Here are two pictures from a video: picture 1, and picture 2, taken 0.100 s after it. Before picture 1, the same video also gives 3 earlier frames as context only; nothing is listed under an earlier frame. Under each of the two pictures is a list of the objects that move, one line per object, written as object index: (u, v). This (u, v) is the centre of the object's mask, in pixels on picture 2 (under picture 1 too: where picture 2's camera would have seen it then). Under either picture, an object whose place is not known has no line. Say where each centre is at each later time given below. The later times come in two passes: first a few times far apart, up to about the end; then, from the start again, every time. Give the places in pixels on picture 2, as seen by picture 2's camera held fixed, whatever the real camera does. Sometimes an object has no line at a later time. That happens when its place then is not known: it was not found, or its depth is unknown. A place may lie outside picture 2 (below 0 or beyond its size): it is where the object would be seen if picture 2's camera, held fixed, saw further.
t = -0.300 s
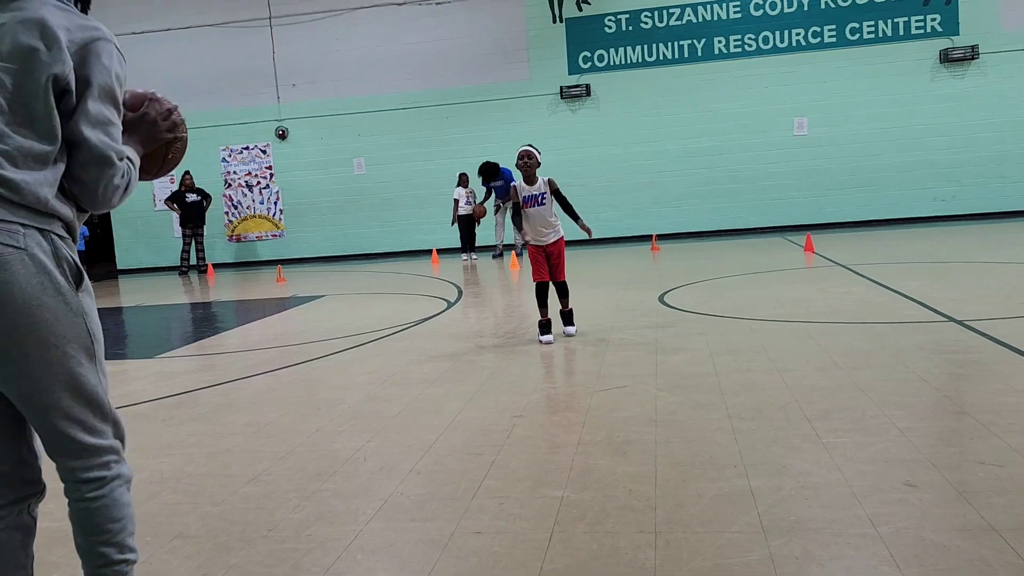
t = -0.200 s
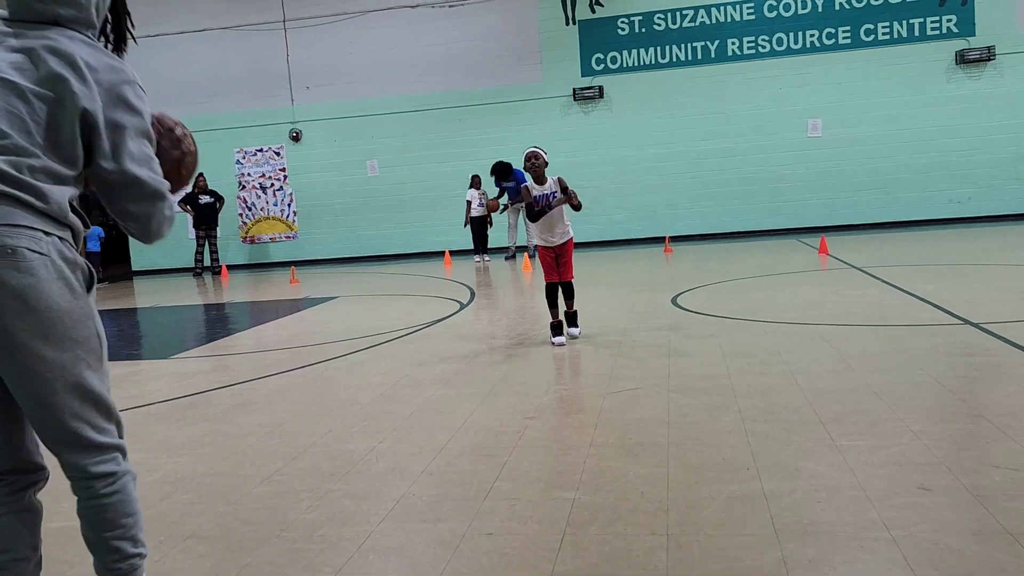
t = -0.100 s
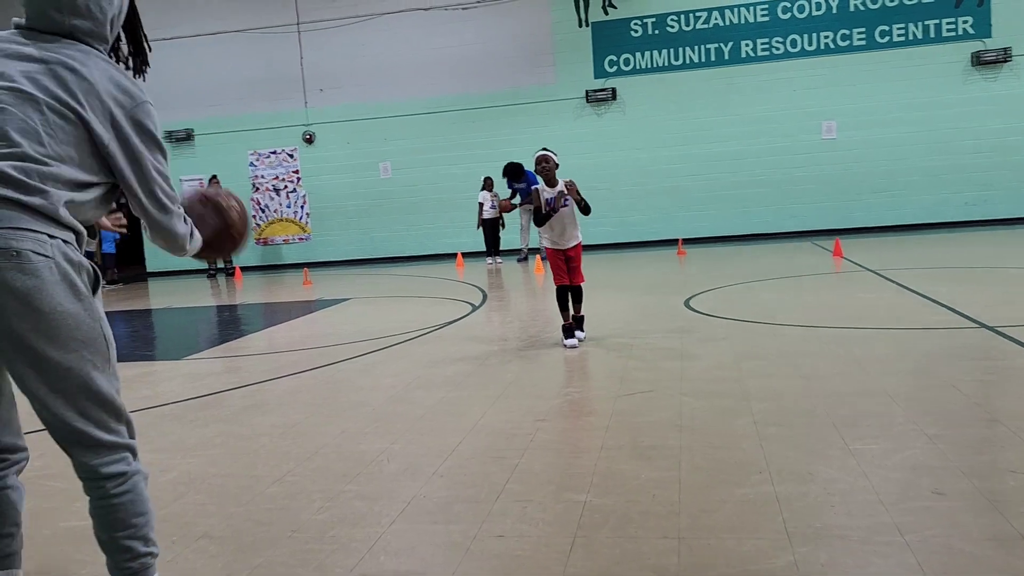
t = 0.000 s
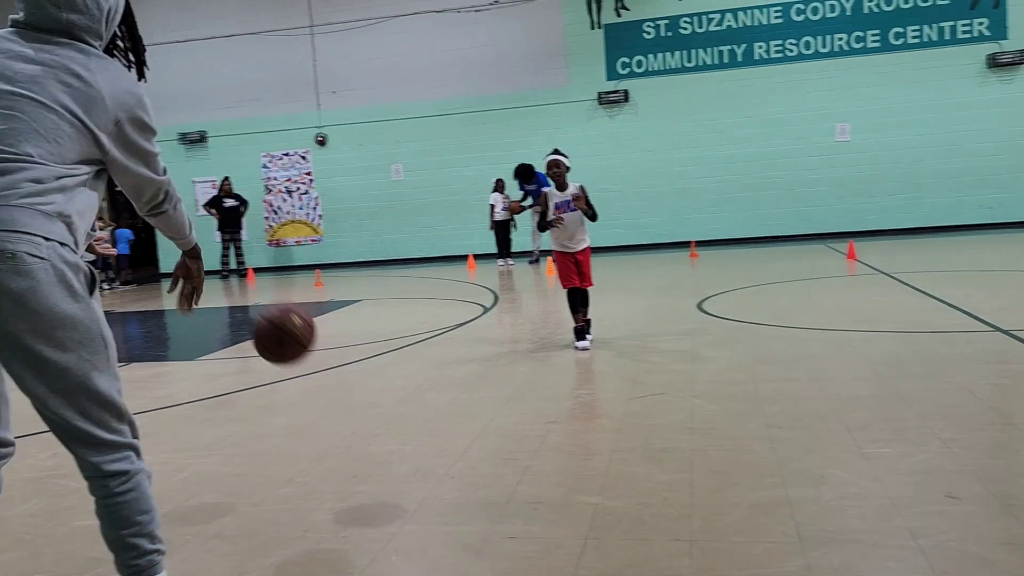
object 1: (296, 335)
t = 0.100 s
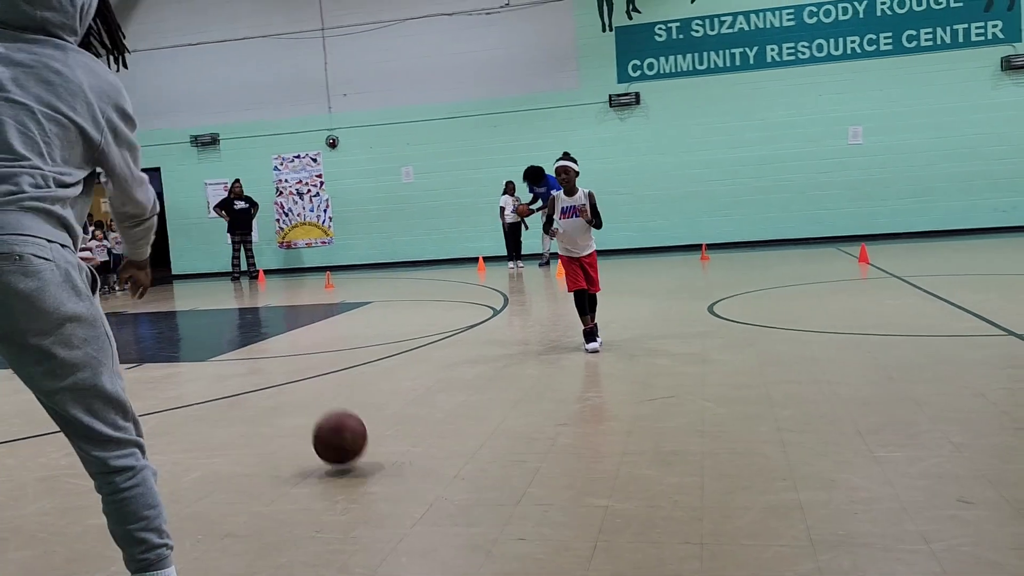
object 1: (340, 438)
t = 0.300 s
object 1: (349, 278)
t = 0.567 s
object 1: (368, 202)
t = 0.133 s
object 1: (343, 417)
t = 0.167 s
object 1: (344, 382)
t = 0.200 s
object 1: (345, 350)
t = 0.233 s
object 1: (346, 323)
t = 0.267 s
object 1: (347, 301)
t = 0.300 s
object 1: (349, 278)
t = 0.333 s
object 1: (351, 259)
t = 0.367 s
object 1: (353, 243)
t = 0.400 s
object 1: (355, 230)
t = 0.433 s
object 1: (358, 219)
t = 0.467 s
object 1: (360, 211)
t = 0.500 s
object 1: (363, 206)
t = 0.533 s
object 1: (366, 203)
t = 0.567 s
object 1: (368, 202)
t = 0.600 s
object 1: (371, 203)
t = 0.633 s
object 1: (374, 206)
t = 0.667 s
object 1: (377, 211)
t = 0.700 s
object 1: (380, 218)
